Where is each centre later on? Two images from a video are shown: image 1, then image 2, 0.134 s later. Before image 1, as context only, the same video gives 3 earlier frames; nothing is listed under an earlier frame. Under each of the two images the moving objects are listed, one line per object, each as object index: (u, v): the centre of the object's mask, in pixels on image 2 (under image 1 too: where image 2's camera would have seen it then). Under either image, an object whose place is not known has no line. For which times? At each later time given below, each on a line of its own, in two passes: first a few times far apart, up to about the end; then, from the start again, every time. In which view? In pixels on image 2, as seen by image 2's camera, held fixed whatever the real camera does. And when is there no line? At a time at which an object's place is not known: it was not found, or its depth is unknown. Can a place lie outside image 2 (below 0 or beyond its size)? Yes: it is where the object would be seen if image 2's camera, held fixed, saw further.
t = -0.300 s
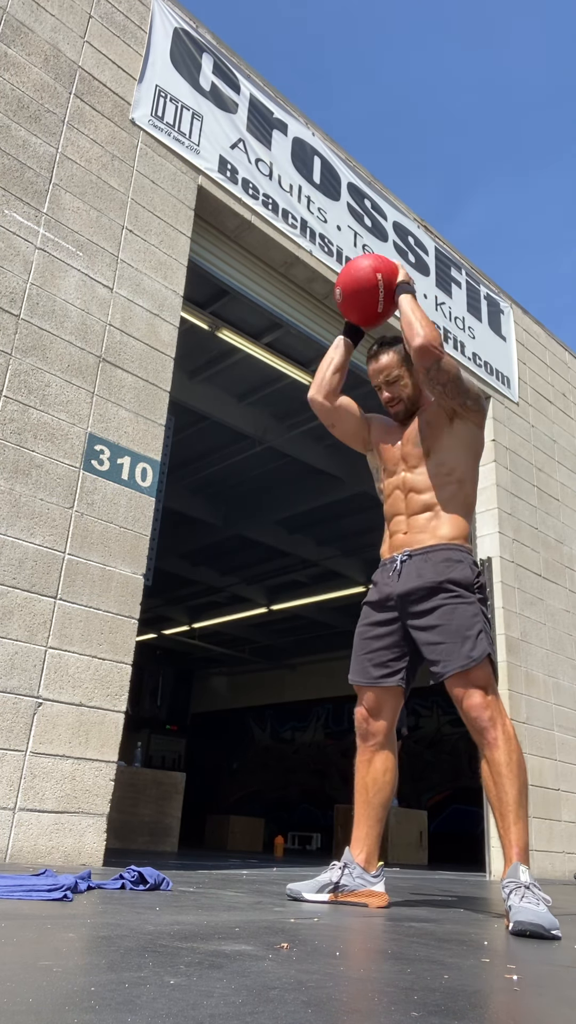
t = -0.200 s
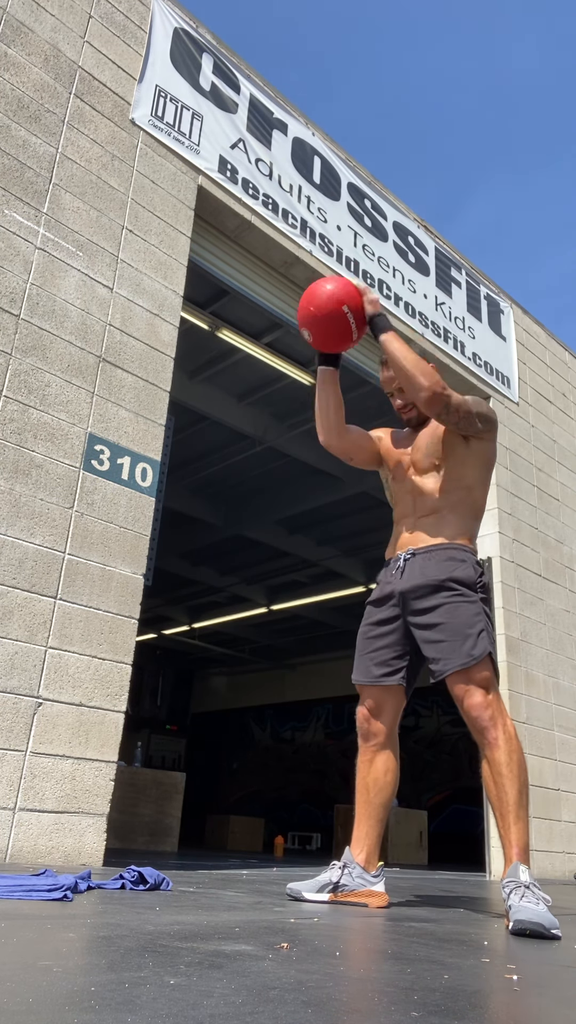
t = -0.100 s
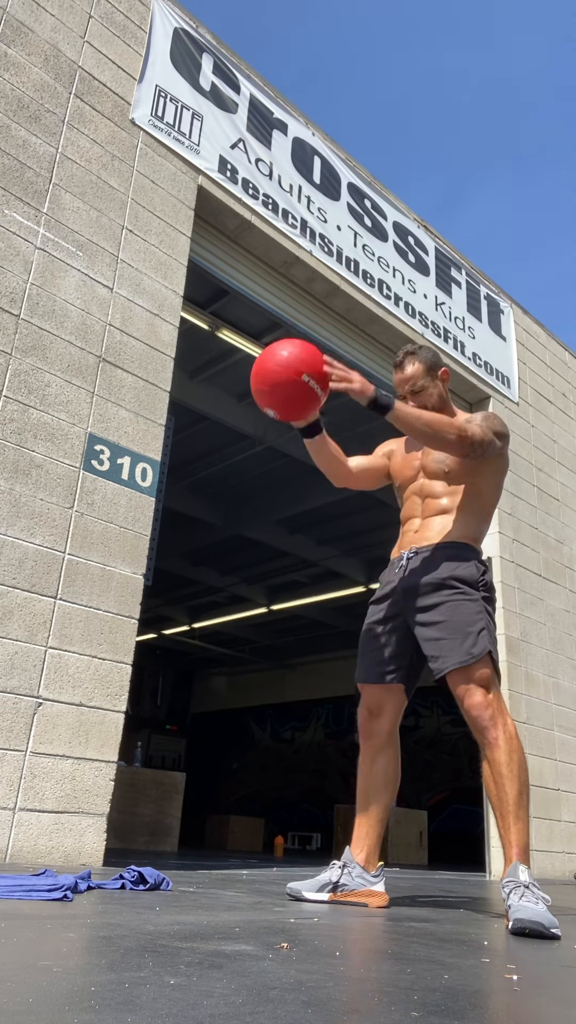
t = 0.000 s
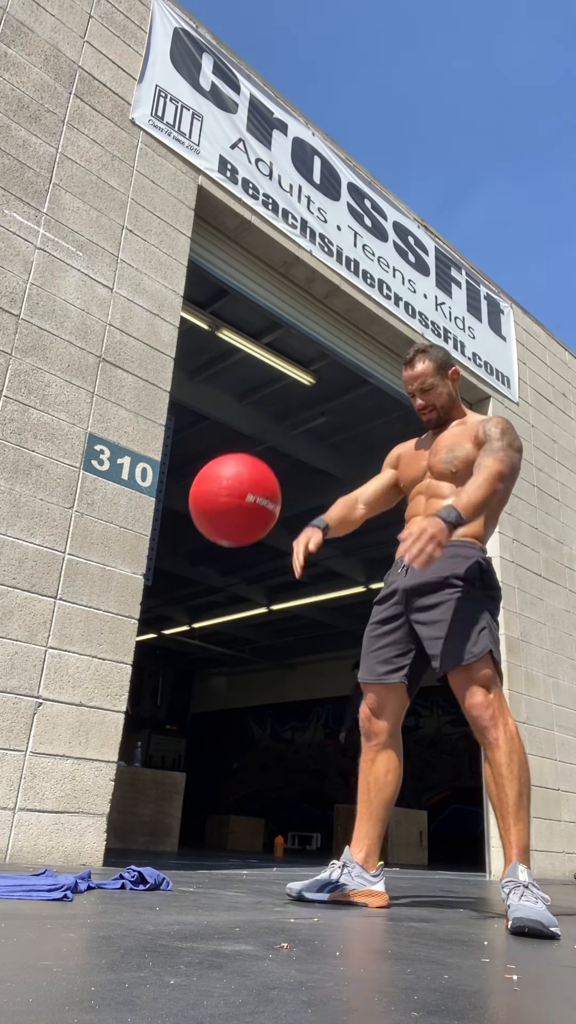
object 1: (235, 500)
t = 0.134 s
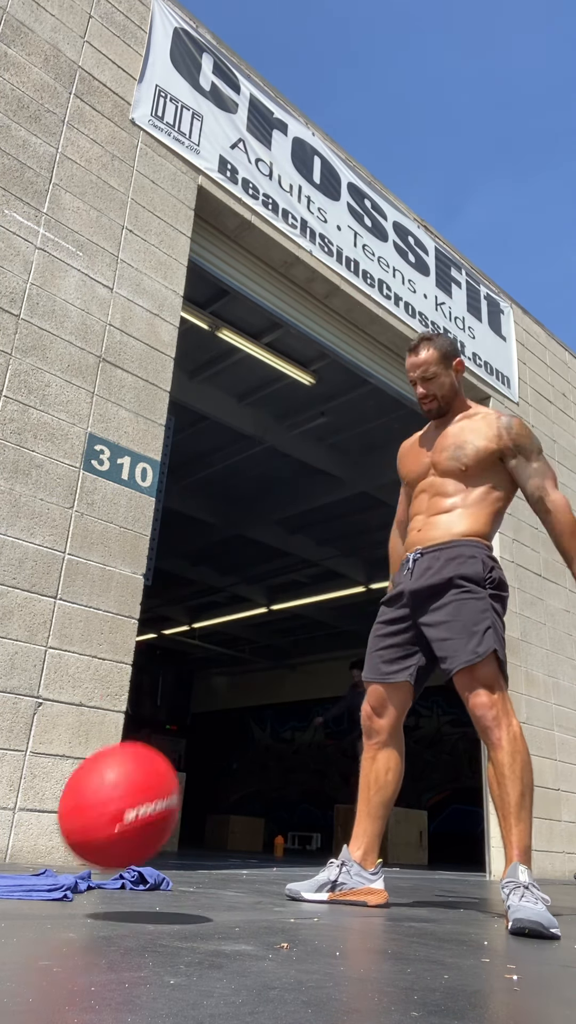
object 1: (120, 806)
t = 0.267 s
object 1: (71, 834)
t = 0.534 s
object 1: (37, 857)
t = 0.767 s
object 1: (25, 854)
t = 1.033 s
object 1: (28, 855)
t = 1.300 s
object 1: (31, 856)
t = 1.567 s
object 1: (30, 856)
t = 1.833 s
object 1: (30, 856)
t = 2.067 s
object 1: (30, 856)
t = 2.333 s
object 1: (30, 856)
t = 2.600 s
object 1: (30, 856)
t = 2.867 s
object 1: (30, 855)
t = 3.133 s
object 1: (30, 856)
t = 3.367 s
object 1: (30, 856)
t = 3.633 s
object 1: (30, 856)
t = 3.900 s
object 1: (30, 856)
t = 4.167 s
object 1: (30, 856)
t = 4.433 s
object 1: (30, 856)
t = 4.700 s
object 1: (30, 856)
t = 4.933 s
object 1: (30, 856)
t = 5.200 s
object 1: (30, 856)
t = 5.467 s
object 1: (30, 856)
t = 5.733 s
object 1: (30, 856)
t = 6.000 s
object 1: (30, 856)
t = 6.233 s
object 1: (30, 855)
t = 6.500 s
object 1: (30, 855)
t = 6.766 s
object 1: (30, 856)
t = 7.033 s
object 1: (30, 856)
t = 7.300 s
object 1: (30, 856)
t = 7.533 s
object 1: (30, 856)
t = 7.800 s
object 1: (30, 856)
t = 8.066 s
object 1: (30, 855)
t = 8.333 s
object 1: (30, 856)
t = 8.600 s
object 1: (30, 855)
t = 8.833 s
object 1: (30, 856)
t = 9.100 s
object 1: (30, 856)
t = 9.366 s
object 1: (30, 856)
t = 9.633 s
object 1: (30, 856)
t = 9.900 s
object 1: (30, 856)
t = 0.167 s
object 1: (85, 885)
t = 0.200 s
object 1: (81, 869)
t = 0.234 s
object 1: (76, 850)
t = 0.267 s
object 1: (71, 834)
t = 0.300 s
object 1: (65, 825)
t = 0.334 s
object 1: (60, 822)
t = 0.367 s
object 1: (54, 825)
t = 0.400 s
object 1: (49, 836)
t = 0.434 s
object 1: (44, 852)
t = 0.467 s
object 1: (41, 864)
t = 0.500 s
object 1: (39, 862)
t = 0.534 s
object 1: (37, 857)
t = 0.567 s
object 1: (35, 853)
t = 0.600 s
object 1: (32, 853)
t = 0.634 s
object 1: (30, 855)
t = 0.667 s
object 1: (29, 856)
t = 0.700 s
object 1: (27, 855)
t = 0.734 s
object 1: (26, 854)
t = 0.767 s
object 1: (25, 854)
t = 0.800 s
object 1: (25, 854)
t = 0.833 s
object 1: (25, 854)
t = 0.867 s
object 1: (25, 854)
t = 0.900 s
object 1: (26, 854)
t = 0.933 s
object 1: (26, 855)
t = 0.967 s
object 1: (27, 855)
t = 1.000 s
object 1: (28, 855)
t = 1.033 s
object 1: (28, 855)
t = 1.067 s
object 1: (29, 855)
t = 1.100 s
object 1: (29, 855)
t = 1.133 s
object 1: (30, 855)
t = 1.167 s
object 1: (30, 856)
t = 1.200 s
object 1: (30, 856)
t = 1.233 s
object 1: (31, 856)
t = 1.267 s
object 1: (31, 856)
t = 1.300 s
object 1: (31, 856)
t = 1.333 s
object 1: (31, 856)
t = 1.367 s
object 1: (30, 856)
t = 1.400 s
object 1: (30, 856)
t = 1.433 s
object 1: (30, 856)
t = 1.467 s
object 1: (30, 856)
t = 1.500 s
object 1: (30, 856)
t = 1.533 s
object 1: (30, 856)
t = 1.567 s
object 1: (30, 856)
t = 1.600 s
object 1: (30, 856)
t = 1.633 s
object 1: (30, 856)
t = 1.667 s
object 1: (30, 856)
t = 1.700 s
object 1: (30, 856)
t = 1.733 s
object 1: (30, 856)
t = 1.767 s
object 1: (30, 856)
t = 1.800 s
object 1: (30, 856)
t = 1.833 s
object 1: (30, 856)
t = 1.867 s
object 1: (30, 856)
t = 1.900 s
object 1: (30, 856)
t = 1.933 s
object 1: (30, 856)
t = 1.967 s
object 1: (30, 856)
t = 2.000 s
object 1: (30, 856)
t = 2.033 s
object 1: (30, 856)
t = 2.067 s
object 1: (30, 856)
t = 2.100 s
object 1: (30, 856)
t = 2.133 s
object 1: (30, 856)
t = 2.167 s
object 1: (30, 855)
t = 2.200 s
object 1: (30, 856)
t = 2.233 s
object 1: (30, 856)
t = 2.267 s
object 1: (30, 856)
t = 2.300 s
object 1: (30, 856)
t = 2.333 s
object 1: (30, 856)
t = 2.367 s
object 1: (30, 856)
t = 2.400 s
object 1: (30, 856)
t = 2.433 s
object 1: (30, 856)
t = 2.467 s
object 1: (30, 855)
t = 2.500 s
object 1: (30, 855)
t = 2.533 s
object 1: (30, 856)
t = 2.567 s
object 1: (30, 856)
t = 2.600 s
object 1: (30, 856)
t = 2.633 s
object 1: (30, 856)
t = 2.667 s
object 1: (30, 856)
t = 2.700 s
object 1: (30, 856)
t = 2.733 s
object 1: (30, 856)
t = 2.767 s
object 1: (30, 856)
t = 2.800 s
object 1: (30, 855)
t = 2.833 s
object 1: (30, 856)
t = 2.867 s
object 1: (30, 855)
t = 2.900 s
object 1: (30, 856)
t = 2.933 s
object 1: (30, 856)
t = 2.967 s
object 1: (30, 856)
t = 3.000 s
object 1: (30, 856)
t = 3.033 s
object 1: (30, 856)
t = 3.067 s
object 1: (30, 856)
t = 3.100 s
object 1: (30, 856)
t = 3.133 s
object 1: (30, 856)
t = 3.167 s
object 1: (30, 856)
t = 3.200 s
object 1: (30, 856)
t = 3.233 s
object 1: (30, 856)
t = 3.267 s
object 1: (30, 856)
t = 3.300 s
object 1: (30, 856)
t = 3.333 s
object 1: (30, 856)
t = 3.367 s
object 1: (30, 856)
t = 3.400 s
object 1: (30, 856)
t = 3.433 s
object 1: (30, 856)
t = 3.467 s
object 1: (30, 856)
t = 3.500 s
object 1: (30, 856)
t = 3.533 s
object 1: (30, 856)
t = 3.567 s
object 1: (30, 856)
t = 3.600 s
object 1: (30, 856)
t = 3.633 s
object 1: (30, 856)
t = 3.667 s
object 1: (30, 856)
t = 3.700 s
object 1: (30, 856)
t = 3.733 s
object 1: (30, 856)
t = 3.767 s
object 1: (30, 856)
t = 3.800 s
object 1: (30, 856)
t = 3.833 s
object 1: (30, 856)
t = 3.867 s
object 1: (30, 856)
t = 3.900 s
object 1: (30, 856)
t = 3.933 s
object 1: (30, 856)
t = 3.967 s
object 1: (30, 856)
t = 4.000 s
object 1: (30, 856)
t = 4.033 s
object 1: (30, 856)
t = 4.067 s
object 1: (30, 856)
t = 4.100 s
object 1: (30, 856)
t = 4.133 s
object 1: (30, 856)
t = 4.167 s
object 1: (30, 856)
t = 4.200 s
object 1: (30, 856)
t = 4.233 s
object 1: (30, 855)
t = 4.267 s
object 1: (30, 855)
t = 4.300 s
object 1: (30, 855)
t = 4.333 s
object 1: (30, 855)
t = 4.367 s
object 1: (30, 856)
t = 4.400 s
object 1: (30, 856)
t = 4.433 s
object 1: (30, 856)
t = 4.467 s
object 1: (30, 856)
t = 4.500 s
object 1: (30, 856)
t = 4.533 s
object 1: (30, 856)
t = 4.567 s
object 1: (30, 856)
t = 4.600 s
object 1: (30, 855)
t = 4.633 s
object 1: (30, 856)
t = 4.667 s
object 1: (30, 856)
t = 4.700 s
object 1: (30, 856)
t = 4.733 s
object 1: (30, 856)
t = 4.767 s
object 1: (30, 856)
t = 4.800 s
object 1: (30, 856)
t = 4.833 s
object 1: (30, 856)
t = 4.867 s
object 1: (30, 856)
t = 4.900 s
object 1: (30, 856)
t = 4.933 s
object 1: (30, 856)
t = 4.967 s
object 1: (30, 856)
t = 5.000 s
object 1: (30, 856)
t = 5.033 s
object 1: (30, 856)
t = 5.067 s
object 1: (30, 856)
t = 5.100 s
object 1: (30, 856)
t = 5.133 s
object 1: (30, 856)
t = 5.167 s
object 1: (30, 856)
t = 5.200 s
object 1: (30, 856)
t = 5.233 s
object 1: (30, 856)
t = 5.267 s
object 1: (30, 856)
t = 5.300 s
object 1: (30, 856)
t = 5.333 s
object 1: (30, 856)
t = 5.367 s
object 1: (30, 856)
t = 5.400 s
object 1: (30, 856)
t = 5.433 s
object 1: (30, 856)
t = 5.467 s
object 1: (30, 856)
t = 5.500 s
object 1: (30, 856)
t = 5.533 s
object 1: (30, 856)
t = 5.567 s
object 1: (30, 856)
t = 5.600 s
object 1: (30, 856)
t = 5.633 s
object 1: (30, 856)
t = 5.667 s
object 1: (30, 856)
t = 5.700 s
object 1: (30, 856)
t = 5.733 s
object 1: (30, 856)
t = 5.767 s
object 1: (30, 856)
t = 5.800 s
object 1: (30, 856)
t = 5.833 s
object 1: (30, 856)
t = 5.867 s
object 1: (30, 856)
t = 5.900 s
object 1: (30, 856)
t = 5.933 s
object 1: (30, 856)
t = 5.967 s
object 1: (30, 856)
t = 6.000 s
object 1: (30, 856)
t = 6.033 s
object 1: (30, 856)
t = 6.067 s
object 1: (30, 856)
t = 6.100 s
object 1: (30, 855)
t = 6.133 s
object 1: (30, 855)
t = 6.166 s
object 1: (30, 855)
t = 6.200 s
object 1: (30, 855)
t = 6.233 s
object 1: (30, 855)
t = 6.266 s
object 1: (30, 855)
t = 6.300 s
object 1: (30, 856)
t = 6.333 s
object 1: (30, 855)
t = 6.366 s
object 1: (30, 856)
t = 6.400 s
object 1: (30, 855)
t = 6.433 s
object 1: (30, 856)
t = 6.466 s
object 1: (30, 855)
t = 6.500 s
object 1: (30, 855)
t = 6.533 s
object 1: (30, 856)
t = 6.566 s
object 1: (30, 855)
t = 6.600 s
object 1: (30, 856)
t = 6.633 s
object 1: (30, 856)
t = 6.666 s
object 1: (30, 855)
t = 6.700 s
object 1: (30, 855)
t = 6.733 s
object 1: (30, 856)
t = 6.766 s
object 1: (30, 856)
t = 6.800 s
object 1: (30, 856)
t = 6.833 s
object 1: (30, 855)
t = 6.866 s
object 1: (30, 856)
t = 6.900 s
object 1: (30, 856)
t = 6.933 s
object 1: (30, 856)
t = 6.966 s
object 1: (30, 856)
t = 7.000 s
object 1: (30, 856)
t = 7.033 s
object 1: (30, 856)
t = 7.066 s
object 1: (30, 856)
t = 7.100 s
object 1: (30, 856)
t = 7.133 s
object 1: (30, 856)
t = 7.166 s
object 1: (30, 856)
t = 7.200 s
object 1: (30, 856)
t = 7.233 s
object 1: (30, 856)
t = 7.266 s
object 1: (30, 856)
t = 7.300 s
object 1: (30, 856)
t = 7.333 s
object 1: (30, 856)
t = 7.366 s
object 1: (30, 856)
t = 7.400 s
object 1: (30, 856)
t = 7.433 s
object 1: (30, 855)
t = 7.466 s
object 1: (30, 856)
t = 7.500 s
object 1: (30, 856)
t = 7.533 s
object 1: (30, 856)
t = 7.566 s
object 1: (30, 856)
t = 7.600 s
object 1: (30, 856)
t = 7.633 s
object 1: (30, 856)
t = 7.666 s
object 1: (30, 856)
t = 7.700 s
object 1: (30, 856)
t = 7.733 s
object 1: (30, 856)
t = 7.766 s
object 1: (30, 856)
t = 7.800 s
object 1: (30, 856)
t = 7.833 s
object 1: (30, 856)
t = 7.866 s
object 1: (30, 856)
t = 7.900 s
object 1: (30, 856)
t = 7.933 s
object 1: (30, 856)
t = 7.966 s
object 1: (30, 856)
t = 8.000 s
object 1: (30, 855)
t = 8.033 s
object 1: (30, 856)
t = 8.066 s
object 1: (30, 855)
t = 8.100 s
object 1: (30, 856)
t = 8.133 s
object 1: (30, 855)
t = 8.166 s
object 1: (30, 856)
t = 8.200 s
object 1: (30, 856)
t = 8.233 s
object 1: (30, 856)
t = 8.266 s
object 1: (30, 856)
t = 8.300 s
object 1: (30, 855)
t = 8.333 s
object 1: (30, 856)
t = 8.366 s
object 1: (30, 855)
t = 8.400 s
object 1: (30, 856)
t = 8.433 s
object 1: (30, 856)
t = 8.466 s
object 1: (30, 856)
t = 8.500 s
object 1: (30, 856)
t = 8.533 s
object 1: (30, 855)
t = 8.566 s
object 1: (30, 856)
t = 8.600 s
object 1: (30, 855)
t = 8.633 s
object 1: (30, 856)
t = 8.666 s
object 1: (30, 855)
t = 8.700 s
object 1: (30, 855)
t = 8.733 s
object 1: (30, 856)
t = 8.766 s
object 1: (30, 856)
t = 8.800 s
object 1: (30, 856)
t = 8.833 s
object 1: (30, 856)
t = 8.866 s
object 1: (30, 856)
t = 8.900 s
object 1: (30, 856)
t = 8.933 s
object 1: (30, 855)
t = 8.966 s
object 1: (30, 856)
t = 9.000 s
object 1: (30, 855)
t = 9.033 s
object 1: (30, 856)
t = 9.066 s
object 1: (30, 856)
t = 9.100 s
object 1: (30, 856)
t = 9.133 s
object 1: (30, 856)
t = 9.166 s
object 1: (30, 856)
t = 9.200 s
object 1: (30, 856)
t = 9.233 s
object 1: (30, 856)
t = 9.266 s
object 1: (30, 856)
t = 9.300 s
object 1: (30, 856)
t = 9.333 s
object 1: (30, 856)
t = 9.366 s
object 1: (30, 856)
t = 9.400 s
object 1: (30, 855)
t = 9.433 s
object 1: (30, 856)
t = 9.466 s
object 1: (30, 856)
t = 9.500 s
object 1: (30, 856)
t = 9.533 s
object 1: (30, 855)
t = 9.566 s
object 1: (30, 856)
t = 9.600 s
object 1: (30, 855)
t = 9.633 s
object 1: (30, 856)
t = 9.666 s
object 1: (30, 856)
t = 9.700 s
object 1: (30, 856)
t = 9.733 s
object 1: (30, 856)
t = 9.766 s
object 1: (30, 856)
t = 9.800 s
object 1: (30, 856)
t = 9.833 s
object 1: (30, 856)
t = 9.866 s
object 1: (30, 856)
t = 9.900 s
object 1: (30, 856)
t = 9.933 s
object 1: (30, 856)
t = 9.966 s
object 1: (30, 856)
